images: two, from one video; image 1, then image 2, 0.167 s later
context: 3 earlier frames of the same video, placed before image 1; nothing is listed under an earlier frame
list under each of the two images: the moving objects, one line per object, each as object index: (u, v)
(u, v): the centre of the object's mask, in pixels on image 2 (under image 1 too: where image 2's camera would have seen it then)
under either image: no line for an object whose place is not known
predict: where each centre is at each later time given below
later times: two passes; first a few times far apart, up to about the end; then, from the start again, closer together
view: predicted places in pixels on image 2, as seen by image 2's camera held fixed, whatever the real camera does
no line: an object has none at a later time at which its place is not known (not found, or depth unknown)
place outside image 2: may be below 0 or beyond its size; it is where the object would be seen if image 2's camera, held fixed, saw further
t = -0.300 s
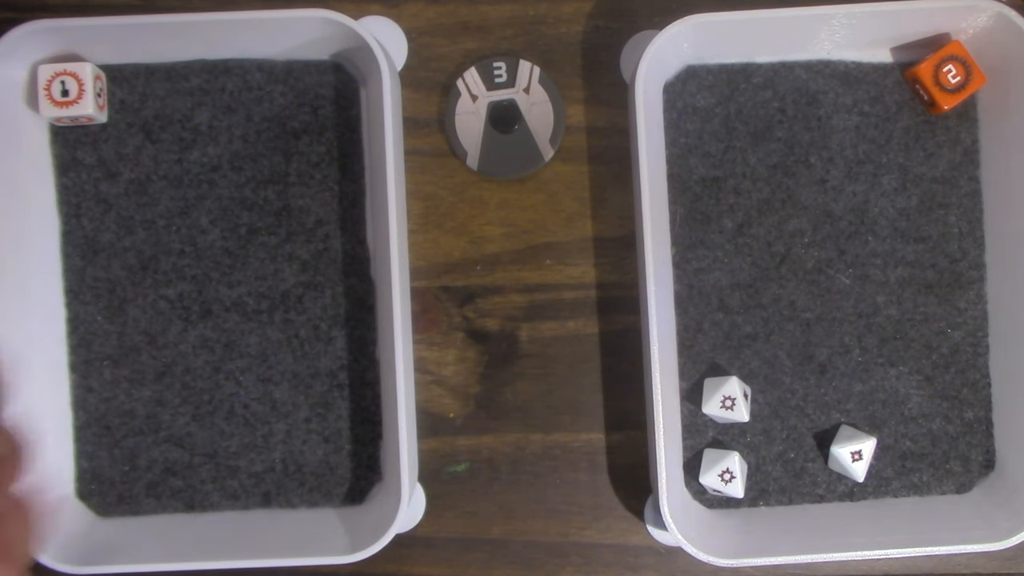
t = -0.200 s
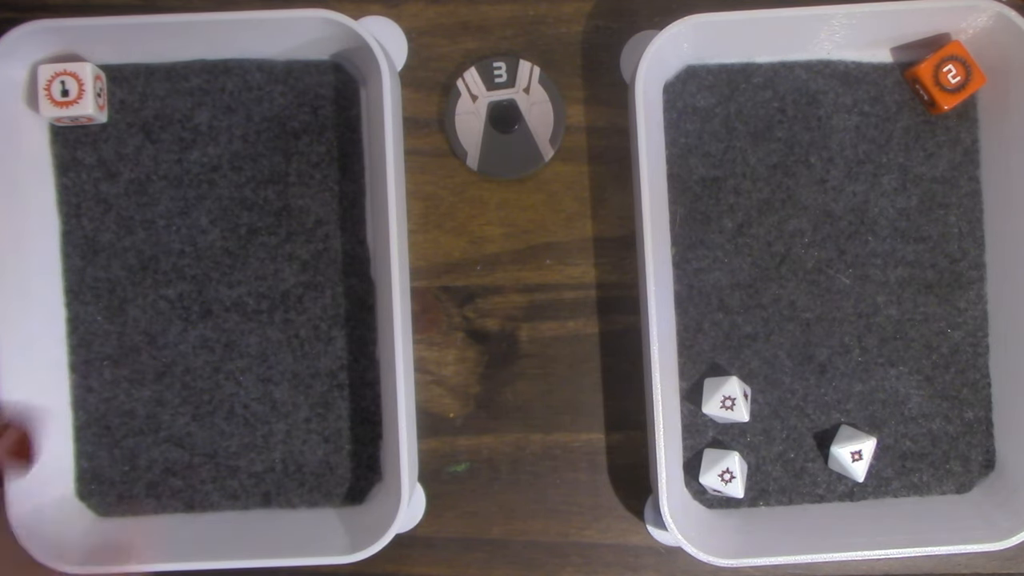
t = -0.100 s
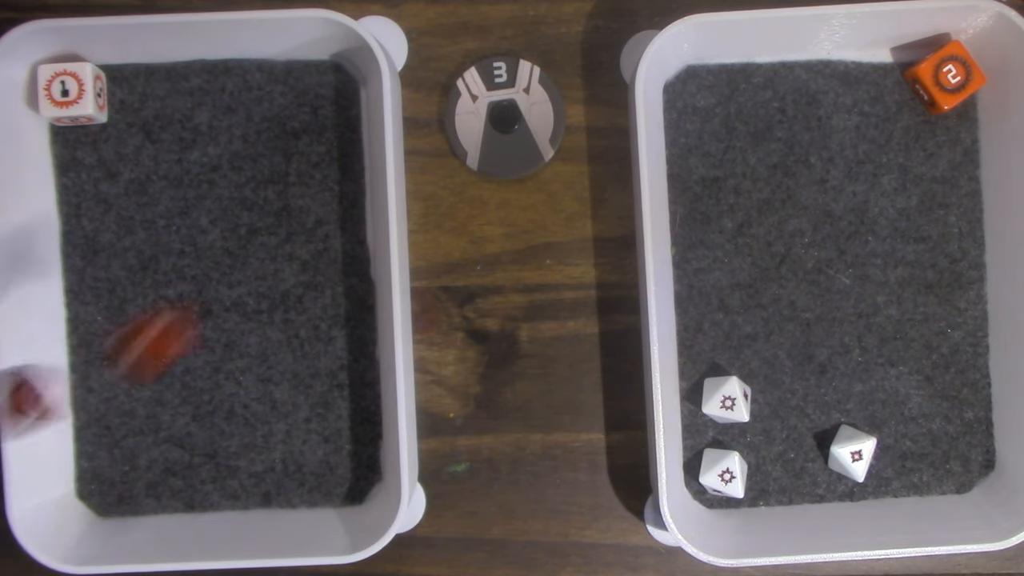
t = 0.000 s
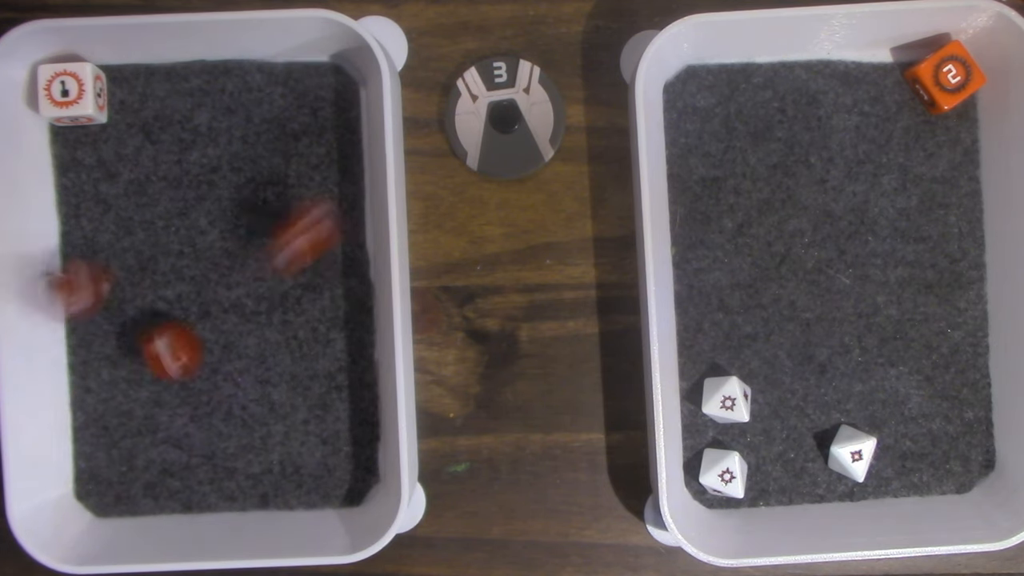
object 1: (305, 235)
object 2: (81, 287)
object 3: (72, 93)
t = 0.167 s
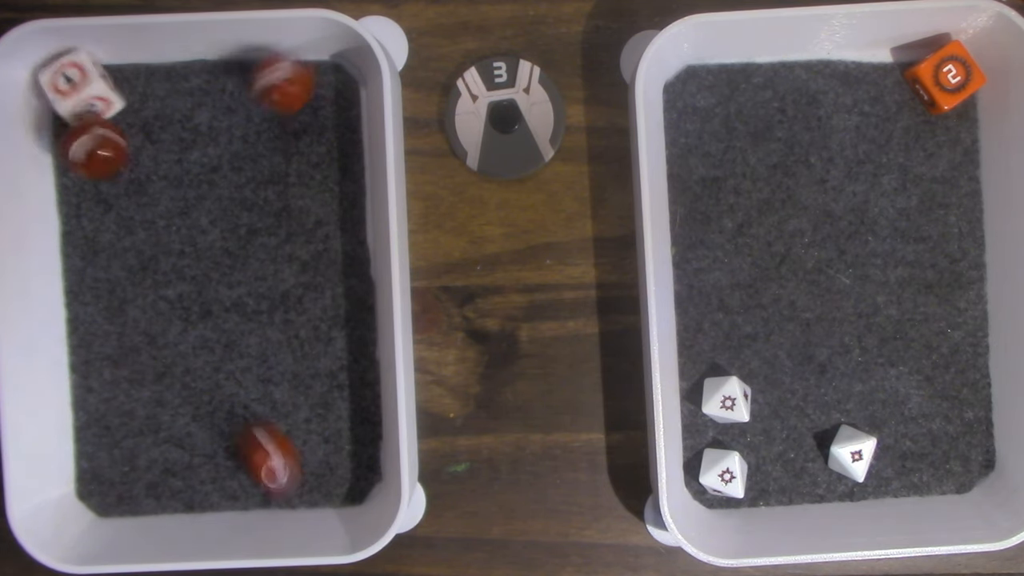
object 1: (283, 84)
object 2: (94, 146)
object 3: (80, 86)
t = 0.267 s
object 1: (263, 121)
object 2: (152, 137)
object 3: (98, 100)
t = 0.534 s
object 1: (274, 151)
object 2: (195, 104)
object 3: (99, 100)
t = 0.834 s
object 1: (274, 151)
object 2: (195, 104)
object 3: (99, 100)
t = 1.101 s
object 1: (274, 151)
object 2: (195, 104)
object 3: (99, 100)
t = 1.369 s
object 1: (274, 151)
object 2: (195, 104)
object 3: (99, 100)
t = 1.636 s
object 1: (274, 151)
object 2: (195, 104)
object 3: (99, 100)
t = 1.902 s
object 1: (274, 151)
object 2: (195, 104)
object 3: (99, 100)
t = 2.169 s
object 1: (274, 151)
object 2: (195, 104)
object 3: (99, 100)
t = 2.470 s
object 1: (274, 151)
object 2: (195, 104)
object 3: (99, 100)
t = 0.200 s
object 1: (272, 93)
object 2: (115, 150)
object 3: (82, 89)
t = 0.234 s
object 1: (267, 105)
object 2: (132, 148)
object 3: (95, 97)
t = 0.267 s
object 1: (263, 121)
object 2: (152, 137)
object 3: (98, 100)
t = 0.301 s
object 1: (264, 133)
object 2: (170, 126)
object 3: (99, 100)
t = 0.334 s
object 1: (269, 142)
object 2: (190, 115)
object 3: (99, 100)
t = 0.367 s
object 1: (274, 144)
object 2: (201, 102)
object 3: (99, 100)
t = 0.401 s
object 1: (275, 151)
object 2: (204, 99)
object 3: (99, 100)
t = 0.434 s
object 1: (274, 152)
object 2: (199, 101)
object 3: (99, 100)
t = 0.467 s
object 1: (274, 151)
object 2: (194, 104)
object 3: (99, 100)
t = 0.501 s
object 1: (274, 151)
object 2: (195, 104)
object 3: (99, 100)
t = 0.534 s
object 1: (274, 151)
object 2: (195, 104)
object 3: (99, 100)
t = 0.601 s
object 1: (274, 151)
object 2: (195, 104)
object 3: (99, 100)
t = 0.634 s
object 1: (274, 151)
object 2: (195, 104)
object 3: (99, 100)
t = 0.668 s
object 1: (274, 151)
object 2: (195, 104)
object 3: (99, 100)
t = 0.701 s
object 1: (274, 152)
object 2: (195, 104)
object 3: (99, 100)
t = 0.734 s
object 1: (274, 151)
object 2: (195, 104)
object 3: (99, 100)
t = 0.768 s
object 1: (274, 151)
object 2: (195, 104)
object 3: (99, 100)
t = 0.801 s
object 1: (274, 151)
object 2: (195, 104)
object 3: (99, 100)
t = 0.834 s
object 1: (274, 151)
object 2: (195, 104)
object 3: (99, 100)
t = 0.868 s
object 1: (274, 151)
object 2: (195, 104)
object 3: (99, 100)
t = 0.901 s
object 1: (274, 151)
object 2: (195, 104)
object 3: (99, 100)
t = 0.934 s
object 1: (274, 151)
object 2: (195, 104)
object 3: (99, 100)
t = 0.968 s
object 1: (274, 151)
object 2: (195, 104)
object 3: (99, 100)
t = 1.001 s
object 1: (274, 151)
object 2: (195, 104)
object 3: (99, 100)
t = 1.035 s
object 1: (274, 151)
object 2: (195, 104)
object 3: (99, 100)
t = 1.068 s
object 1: (274, 151)
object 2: (195, 104)
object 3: (99, 100)
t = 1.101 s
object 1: (274, 151)
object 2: (195, 104)
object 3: (99, 100)
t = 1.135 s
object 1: (274, 151)
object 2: (195, 104)
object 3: (99, 100)
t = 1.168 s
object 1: (274, 151)
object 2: (195, 104)
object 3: (99, 100)
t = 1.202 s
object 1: (274, 151)
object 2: (195, 104)
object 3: (99, 100)
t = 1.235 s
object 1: (274, 151)
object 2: (195, 104)
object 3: (99, 100)
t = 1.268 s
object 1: (274, 152)
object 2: (195, 104)
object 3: (99, 100)
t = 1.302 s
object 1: (274, 151)
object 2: (195, 104)
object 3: (99, 100)
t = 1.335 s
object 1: (274, 152)
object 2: (195, 104)
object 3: (99, 100)
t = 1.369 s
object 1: (274, 151)
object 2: (195, 104)
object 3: (99, 100)
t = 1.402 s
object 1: (274, 151)
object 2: (195, 104)
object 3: (99, 100)
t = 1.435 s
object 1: (274, 152)
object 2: (195, 104)
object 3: (99, 100)
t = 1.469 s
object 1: (274, 151)
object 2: (195, 104)
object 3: (99, 100)
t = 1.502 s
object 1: (274, 151)
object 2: (195, 104)
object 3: (99, 100)
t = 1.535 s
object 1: (274, 151)
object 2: (195, 104)
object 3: (99, 100)
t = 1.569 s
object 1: (274, 152)
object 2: (195, 104)
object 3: (99, 100)
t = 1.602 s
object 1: (274, 151)
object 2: (195, 104)
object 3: (99, 100)
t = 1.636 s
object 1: (274, 151)
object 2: (195, 104)
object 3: (99, 100)
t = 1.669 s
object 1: (274, 152)
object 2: (195, 104)
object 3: (99, 100)
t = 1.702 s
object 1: (274, 151)
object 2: (195, 104)
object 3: (99, 100)
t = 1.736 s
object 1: (274, 152)
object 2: (195, 104)
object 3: (99, 100)
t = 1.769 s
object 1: (274, 151)
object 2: (195, 104)
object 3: (99, 100)
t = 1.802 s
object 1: (274, 152)
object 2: (195, 104)
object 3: (99, 100)
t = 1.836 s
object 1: (274, 152)
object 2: (195, 104)
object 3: (99, 100)
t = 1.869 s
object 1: (274, 151)
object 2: (195, 104)
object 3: (99, 100)
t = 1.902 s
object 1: (274, 151)
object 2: (195, 104)
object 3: (99, 100)
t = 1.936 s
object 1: (274, 151)
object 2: (195, 104)
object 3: (99, 100)
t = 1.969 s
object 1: (274, 152)
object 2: (195, 104)
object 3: (99, 100)
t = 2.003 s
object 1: (274, 151)
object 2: (195, 104)
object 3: (99, 100)
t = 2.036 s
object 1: (274, 151)
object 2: (195, 104)
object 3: (99, 100)
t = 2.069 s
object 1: (274, 151)
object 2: (195, 104)
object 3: (99, 100)
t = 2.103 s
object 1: (274, 151)
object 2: (195, 104)
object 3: (99, 100)
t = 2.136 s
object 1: (274, 151)
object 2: (195, 104)
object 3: (99, 100)
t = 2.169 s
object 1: (274, 151)
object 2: (195, 104)
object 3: (99, 100)
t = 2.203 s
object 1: (274, 151)
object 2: (195, 104)
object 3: (99, 100)
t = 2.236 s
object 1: (274, 151)
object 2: (195, 104)
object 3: (99, 100)
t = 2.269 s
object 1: (274, 151)
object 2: (195, 104)
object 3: (99, 100)
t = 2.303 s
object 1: (274, 151)
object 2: (195, 104)
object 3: (99, 100)
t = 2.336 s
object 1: (274, 151)
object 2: (195, 104)
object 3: (99, 100)
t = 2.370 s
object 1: (274, 151)
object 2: (195, 104)
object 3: (99, 100)
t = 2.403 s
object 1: (274, 151)
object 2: (195, 104)
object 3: (99, 100)
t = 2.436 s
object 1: (274, 151)
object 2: (195, 104)
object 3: (99, 100)
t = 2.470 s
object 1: (274, 151)
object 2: (195, 104)
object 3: (99, 100)
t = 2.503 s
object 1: (274, 151)
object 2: (195, 104)
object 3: (99, 100)
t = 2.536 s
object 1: (274, 151)
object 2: (195, 104)
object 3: (99, 100)
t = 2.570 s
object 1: (274, 151)
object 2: (195, 104)
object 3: (99, 100)
